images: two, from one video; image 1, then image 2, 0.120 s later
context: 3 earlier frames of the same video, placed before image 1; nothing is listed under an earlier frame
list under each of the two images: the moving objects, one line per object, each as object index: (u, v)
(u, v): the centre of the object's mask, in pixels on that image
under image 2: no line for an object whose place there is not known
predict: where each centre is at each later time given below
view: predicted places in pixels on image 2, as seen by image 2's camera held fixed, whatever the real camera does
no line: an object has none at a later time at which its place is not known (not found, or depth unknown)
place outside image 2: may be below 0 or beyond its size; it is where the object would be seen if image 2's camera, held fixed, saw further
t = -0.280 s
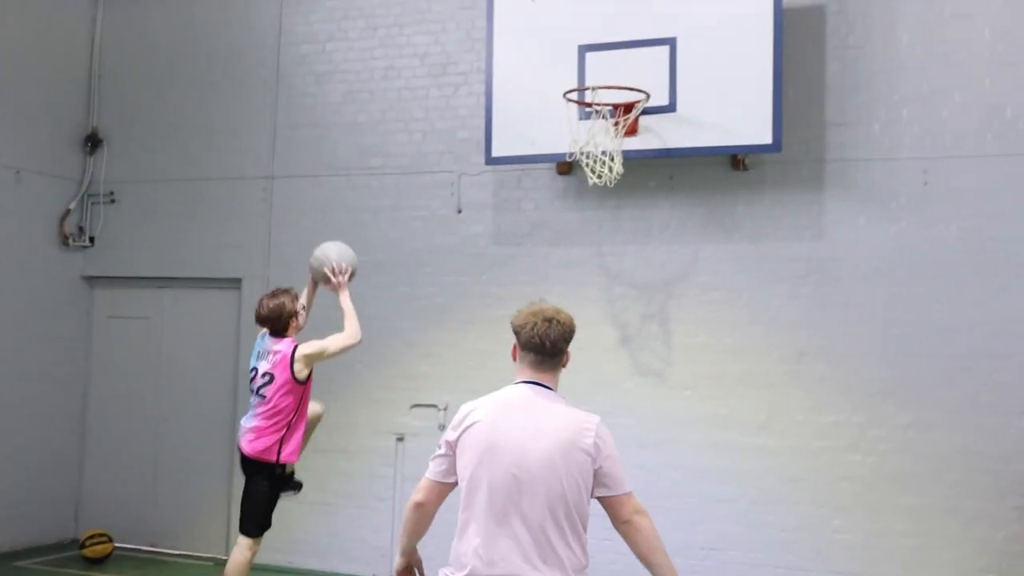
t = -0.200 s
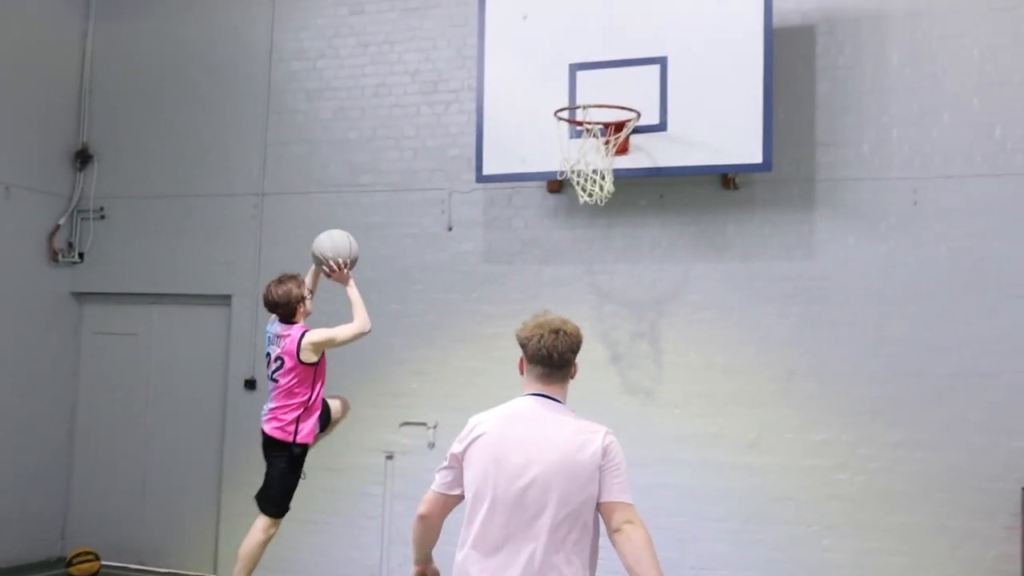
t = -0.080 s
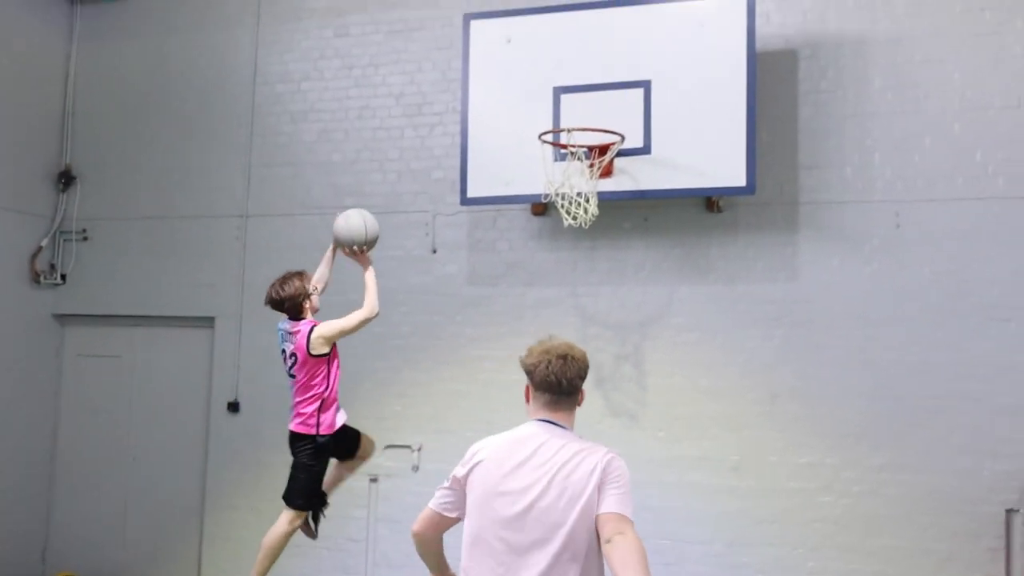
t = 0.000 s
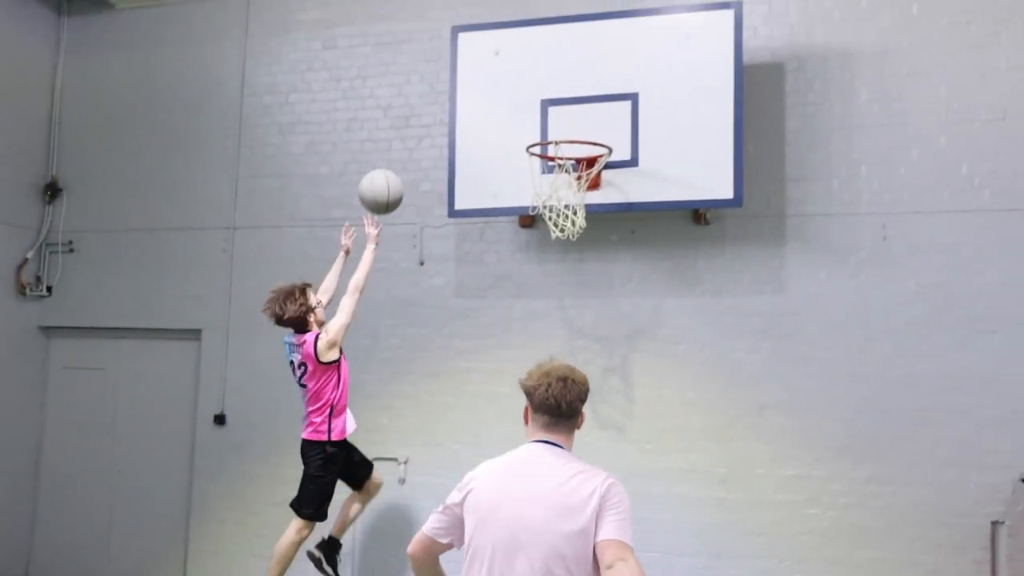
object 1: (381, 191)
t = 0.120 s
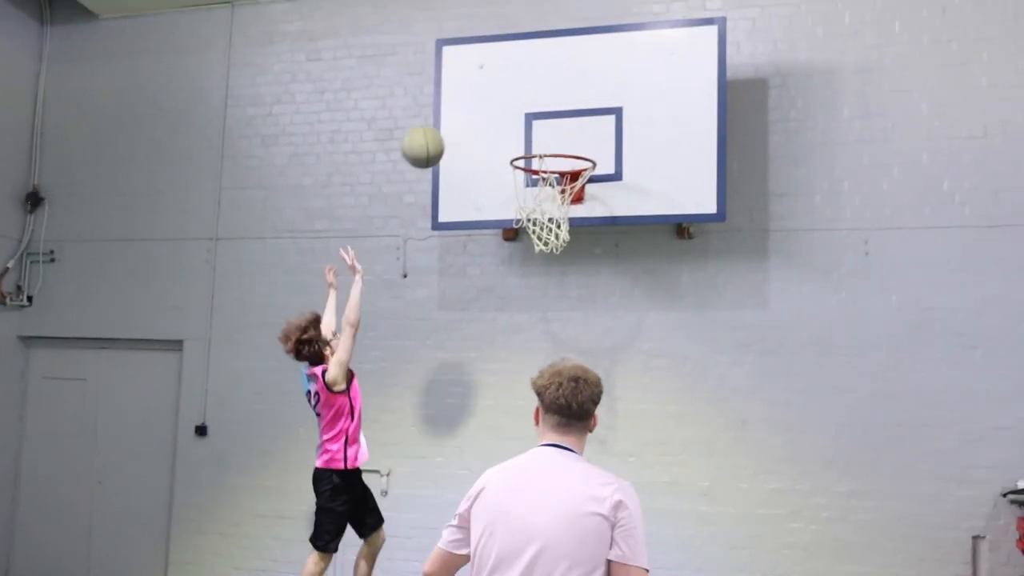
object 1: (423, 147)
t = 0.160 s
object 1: (441, 134)
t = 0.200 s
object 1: (458, 125)
